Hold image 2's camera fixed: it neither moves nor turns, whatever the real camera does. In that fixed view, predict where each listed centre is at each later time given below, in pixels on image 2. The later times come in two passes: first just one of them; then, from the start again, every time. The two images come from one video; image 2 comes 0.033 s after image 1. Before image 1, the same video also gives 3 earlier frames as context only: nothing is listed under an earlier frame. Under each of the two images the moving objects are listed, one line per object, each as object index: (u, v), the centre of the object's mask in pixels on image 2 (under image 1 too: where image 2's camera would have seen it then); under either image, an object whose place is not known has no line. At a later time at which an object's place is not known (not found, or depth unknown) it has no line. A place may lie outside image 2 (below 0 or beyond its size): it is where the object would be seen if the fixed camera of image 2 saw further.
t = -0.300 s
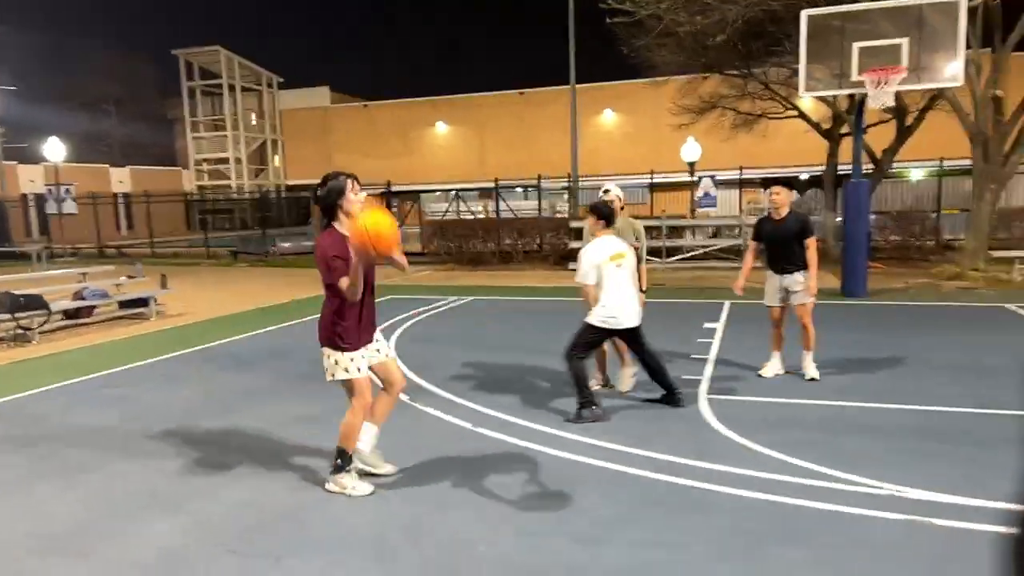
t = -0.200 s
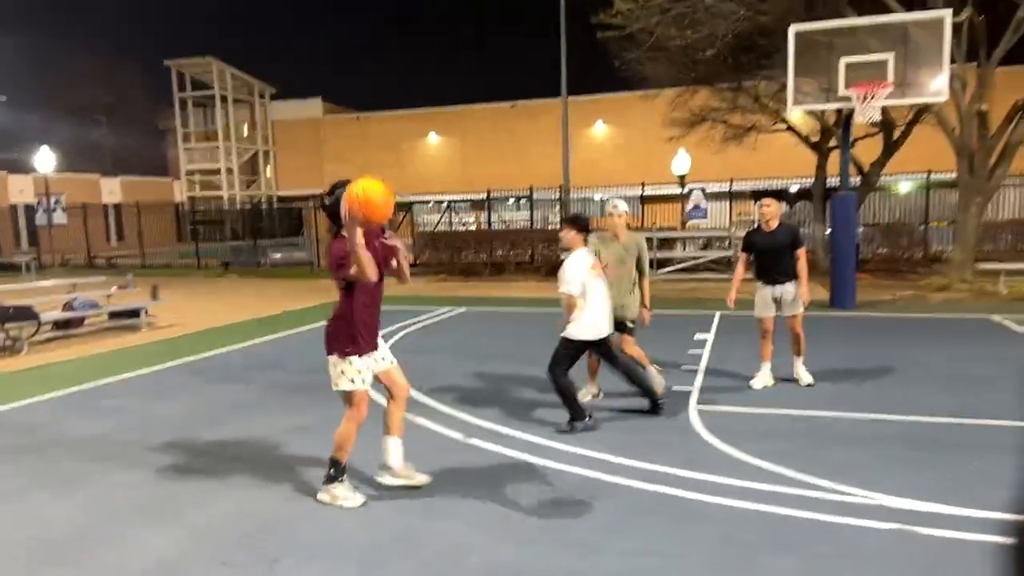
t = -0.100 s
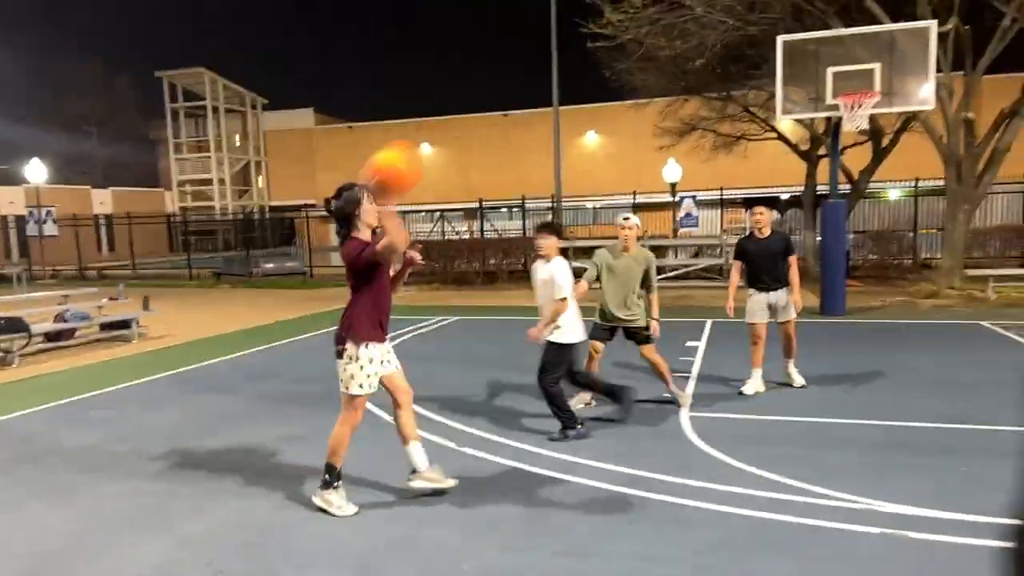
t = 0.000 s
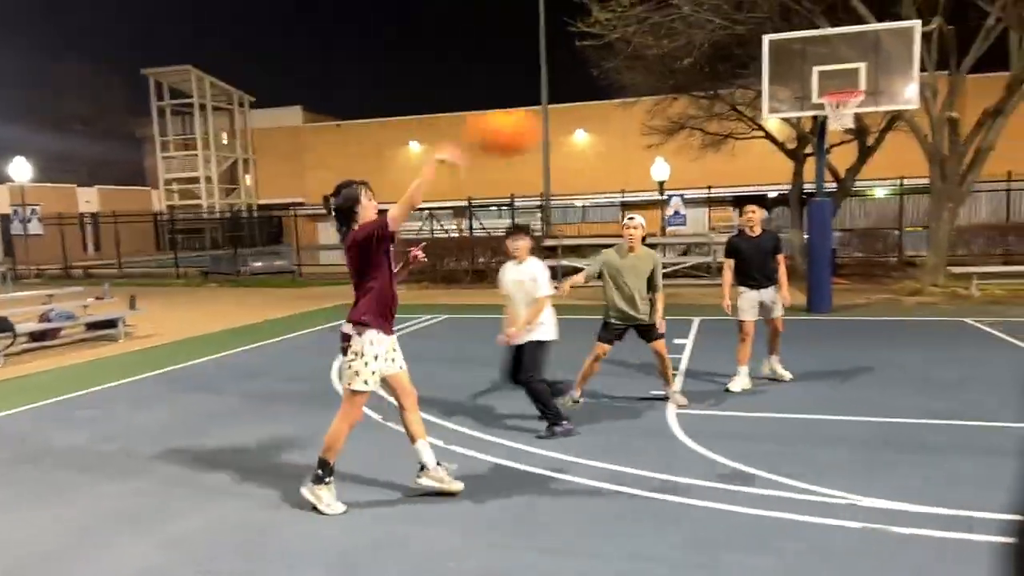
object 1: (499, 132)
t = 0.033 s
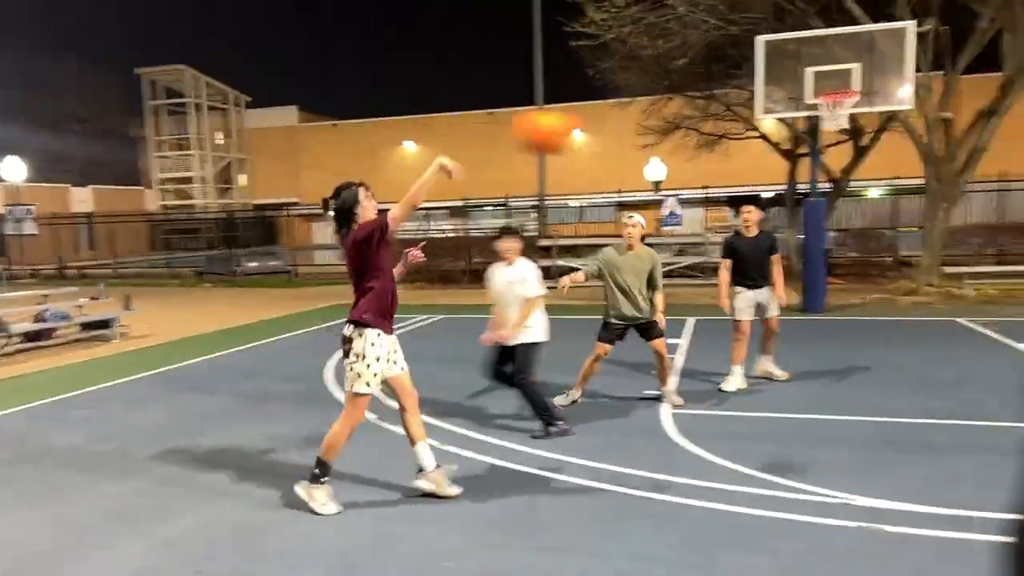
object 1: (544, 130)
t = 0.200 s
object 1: (752, 157)
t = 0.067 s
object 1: (596, 132)
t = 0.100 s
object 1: (636, 135)
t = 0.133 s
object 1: (678, 141)
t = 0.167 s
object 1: (714, 147)
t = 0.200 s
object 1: (752, 157)
